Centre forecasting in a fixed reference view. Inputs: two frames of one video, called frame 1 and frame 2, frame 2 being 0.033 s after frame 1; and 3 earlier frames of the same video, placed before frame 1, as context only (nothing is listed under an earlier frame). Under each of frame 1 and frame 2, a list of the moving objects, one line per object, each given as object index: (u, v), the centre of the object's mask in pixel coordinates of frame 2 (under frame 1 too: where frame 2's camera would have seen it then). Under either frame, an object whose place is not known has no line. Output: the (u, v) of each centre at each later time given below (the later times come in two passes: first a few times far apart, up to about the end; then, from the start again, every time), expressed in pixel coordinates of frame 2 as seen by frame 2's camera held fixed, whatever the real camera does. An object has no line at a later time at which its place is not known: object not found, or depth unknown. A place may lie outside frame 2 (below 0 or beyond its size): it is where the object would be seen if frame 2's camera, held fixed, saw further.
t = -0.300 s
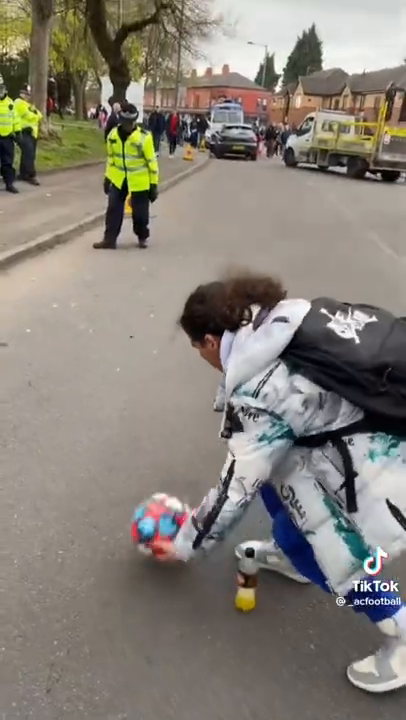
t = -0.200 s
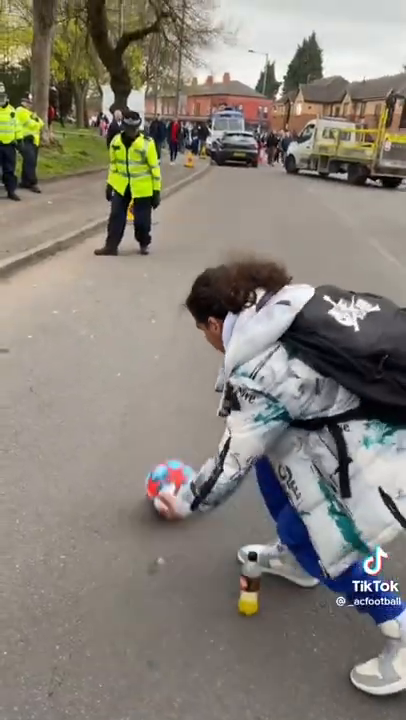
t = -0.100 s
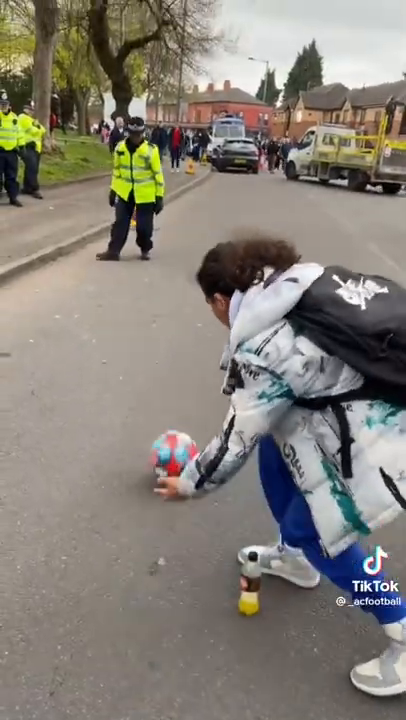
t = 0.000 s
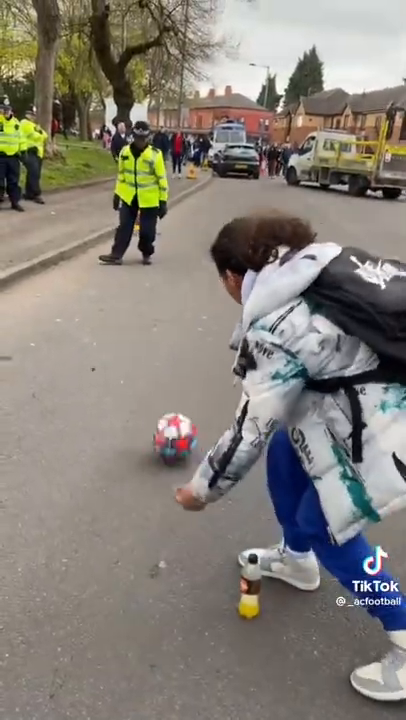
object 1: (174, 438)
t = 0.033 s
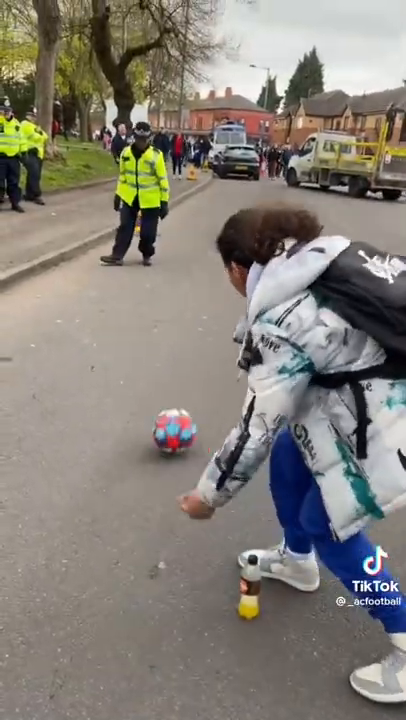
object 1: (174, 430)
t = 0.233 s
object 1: (173, 395)
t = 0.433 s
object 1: (169, 369)
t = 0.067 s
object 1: (174, 426)
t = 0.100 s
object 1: (173, 417)
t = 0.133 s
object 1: (173, 411)
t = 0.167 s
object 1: (173, 406)
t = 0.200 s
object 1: (173, 402)
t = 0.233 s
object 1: (173, 395)
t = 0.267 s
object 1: (172, 392)
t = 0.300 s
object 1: (171, 386)
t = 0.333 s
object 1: (171, 382)
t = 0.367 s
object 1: (171, 378)
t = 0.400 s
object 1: (170, 374)
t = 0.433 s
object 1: (169, 369)
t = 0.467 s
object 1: (169, 366)
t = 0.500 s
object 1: (168, 362)
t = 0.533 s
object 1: (167, 358)
